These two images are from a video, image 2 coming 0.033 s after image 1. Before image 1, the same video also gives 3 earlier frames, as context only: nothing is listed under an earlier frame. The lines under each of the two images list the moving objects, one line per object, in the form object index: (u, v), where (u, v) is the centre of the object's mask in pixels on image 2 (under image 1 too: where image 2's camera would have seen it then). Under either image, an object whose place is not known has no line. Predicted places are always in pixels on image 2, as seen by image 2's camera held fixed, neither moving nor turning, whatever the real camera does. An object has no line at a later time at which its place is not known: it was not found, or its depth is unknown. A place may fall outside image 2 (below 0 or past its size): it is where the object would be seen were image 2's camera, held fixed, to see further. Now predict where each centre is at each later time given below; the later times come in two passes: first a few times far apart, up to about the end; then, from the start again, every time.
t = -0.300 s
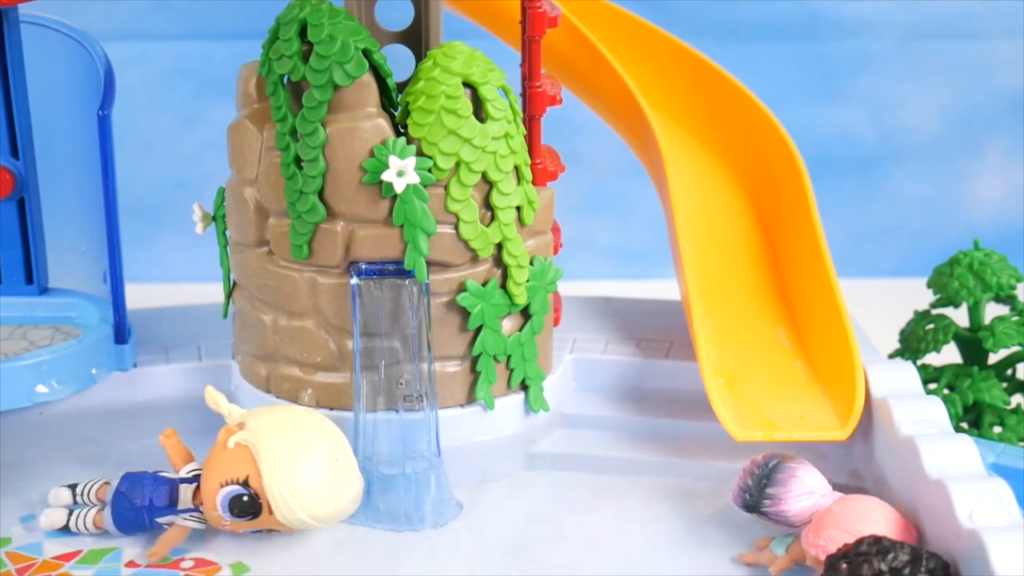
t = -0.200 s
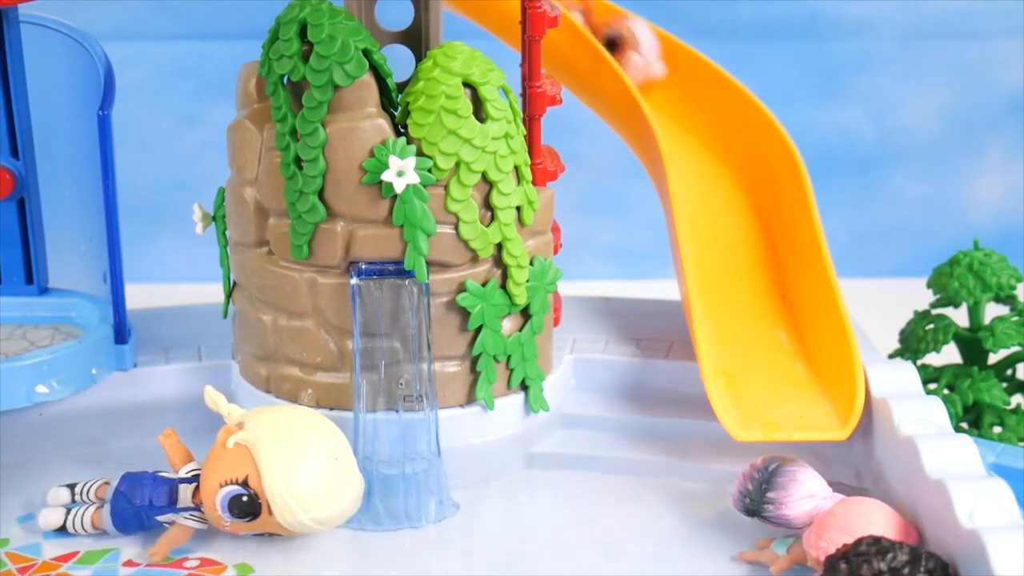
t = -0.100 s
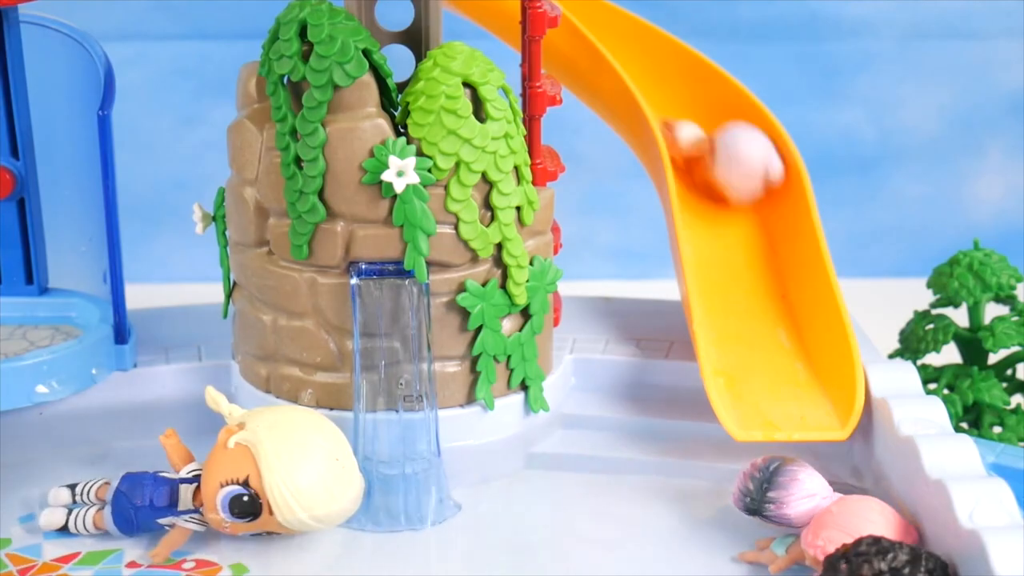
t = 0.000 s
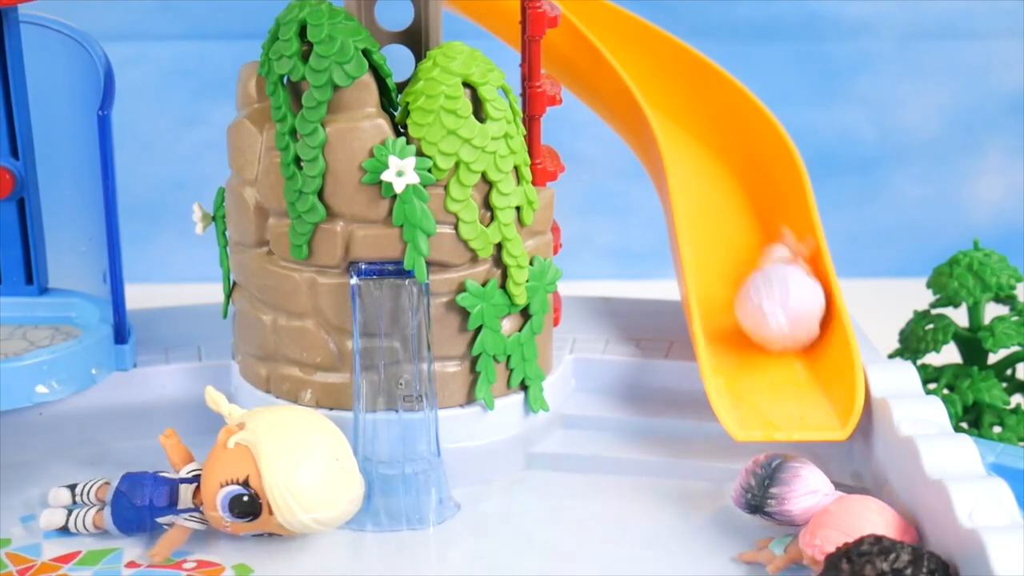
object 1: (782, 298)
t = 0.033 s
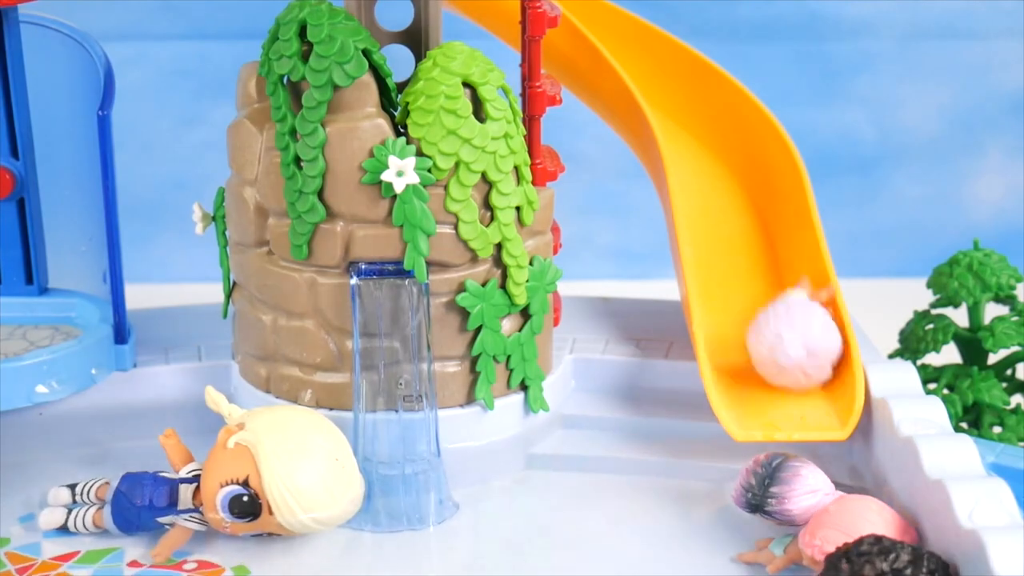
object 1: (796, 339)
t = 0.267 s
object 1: (826, 482)
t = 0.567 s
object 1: (837, 501)
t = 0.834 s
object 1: (827, 508)
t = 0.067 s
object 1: (806, 376)
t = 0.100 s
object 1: (820, 400)
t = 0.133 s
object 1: (832, 431)
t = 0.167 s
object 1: (833, 455)
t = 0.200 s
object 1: (828, 468)
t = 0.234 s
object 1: (829, 478)
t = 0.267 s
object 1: (826, 482)
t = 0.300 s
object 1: (819, 483)
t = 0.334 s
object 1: (812, 486)
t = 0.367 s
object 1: (810, 488)
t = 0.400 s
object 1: (811, 492)
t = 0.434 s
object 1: (819, 497)
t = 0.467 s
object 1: (827, 500)
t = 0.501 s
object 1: (835, 501)
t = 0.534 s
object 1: (838, 500)
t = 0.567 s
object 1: (837, 501)
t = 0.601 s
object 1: (836, 504)
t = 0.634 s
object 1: (828, 506)
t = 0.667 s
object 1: (827, 508)
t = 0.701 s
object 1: (827, 510)
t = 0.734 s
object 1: (827, 511)
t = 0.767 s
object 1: (827, 509)
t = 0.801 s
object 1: (828, 509)
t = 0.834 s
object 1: (827, 508)
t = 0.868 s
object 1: (826, 508)
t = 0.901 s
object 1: (825, 508)
